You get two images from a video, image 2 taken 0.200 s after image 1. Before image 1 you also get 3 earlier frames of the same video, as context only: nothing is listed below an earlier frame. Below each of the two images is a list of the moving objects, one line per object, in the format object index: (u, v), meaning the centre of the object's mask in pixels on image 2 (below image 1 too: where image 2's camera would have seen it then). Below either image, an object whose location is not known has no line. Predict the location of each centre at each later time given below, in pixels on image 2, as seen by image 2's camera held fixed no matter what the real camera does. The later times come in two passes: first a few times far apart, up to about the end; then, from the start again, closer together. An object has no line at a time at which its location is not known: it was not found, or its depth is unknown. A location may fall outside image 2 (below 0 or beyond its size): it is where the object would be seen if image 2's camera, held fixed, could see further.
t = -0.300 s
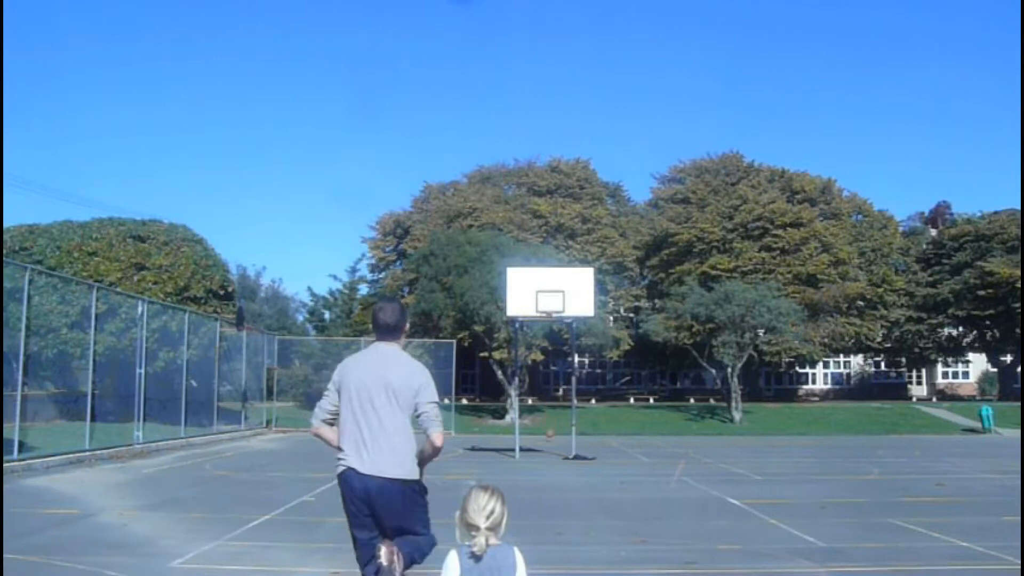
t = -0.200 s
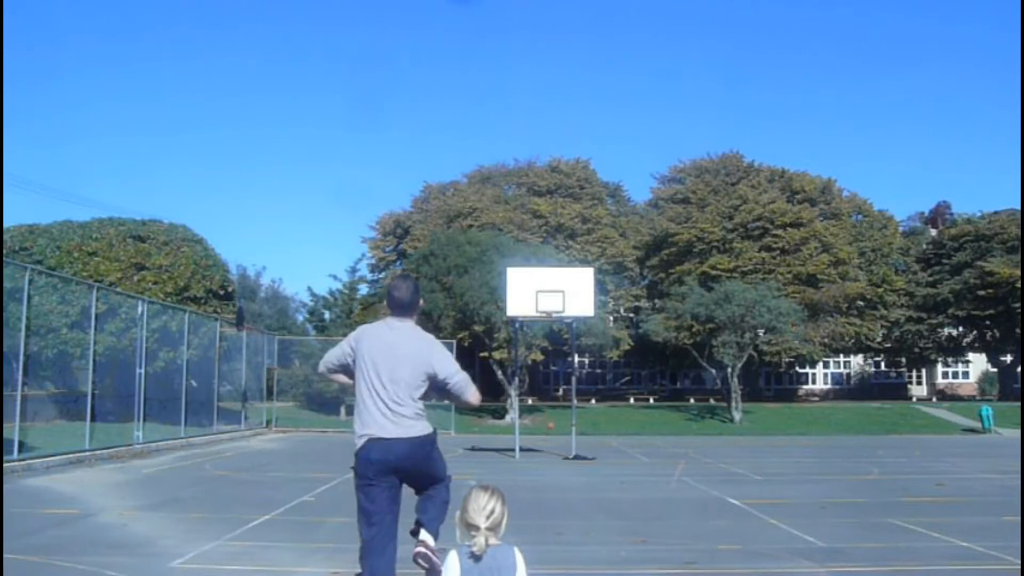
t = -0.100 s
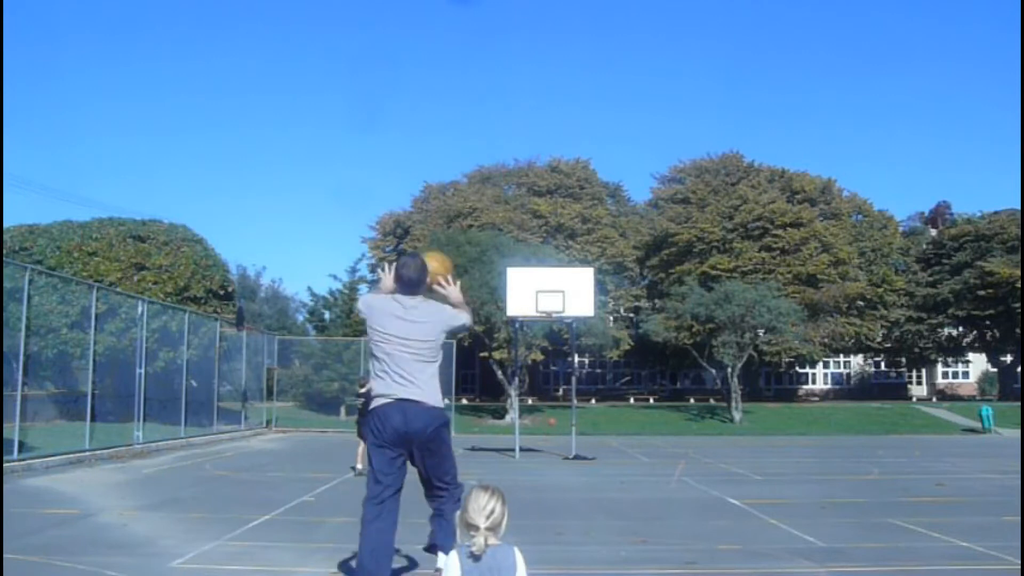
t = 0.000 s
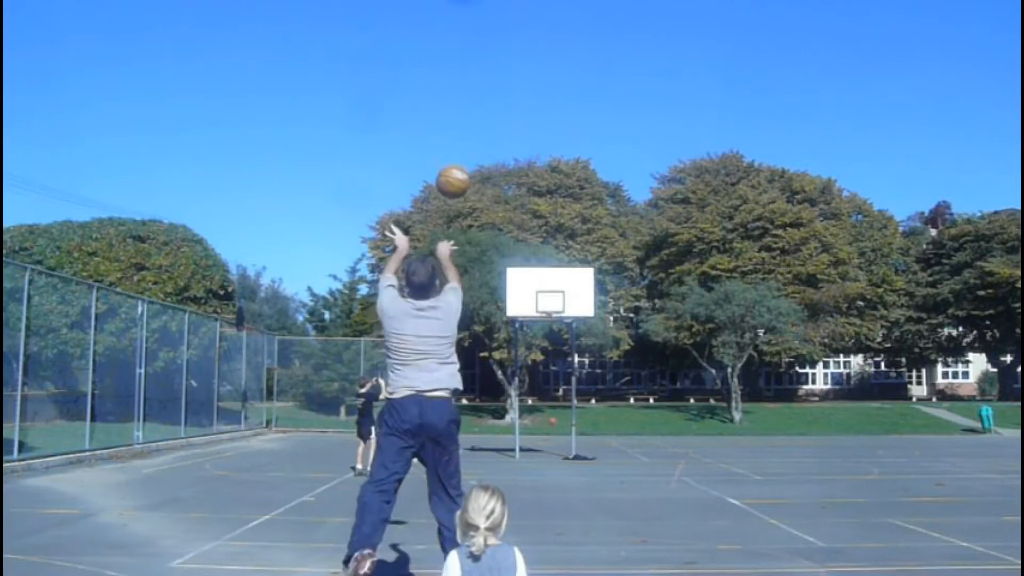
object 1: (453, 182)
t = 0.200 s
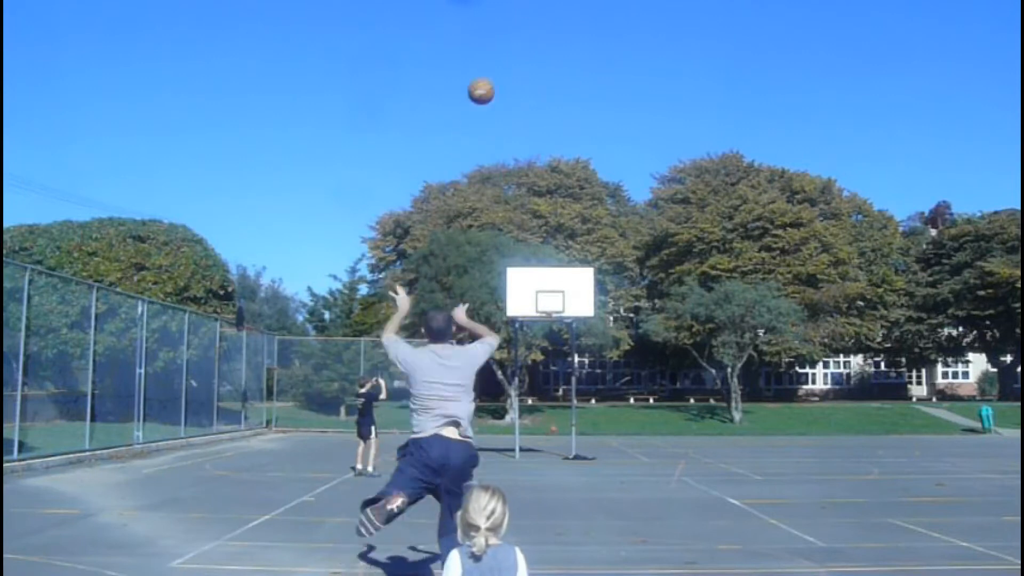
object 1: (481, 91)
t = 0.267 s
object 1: (488, 77)
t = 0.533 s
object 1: (508, 65)
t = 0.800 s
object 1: (523, 100)
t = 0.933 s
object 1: (529, 128)
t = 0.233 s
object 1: (484, 84)
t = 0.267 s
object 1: (488, 77)
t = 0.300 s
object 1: (491, 72)
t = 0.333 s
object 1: (494, 69)
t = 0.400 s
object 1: (499, 64)
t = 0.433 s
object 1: (501, 64)
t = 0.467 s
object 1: (504, 64)
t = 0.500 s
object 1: (506, 64)
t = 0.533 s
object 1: (508, 65)
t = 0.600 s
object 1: (512, 71)
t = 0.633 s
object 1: (514, 75)
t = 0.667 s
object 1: (516, 79)
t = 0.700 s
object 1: (518, 84)
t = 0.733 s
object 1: (520, 89)
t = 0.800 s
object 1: (523, 100)
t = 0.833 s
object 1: (525, 107)
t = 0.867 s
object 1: (526, 114)
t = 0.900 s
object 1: (527, 121)
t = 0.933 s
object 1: (529, 128)
